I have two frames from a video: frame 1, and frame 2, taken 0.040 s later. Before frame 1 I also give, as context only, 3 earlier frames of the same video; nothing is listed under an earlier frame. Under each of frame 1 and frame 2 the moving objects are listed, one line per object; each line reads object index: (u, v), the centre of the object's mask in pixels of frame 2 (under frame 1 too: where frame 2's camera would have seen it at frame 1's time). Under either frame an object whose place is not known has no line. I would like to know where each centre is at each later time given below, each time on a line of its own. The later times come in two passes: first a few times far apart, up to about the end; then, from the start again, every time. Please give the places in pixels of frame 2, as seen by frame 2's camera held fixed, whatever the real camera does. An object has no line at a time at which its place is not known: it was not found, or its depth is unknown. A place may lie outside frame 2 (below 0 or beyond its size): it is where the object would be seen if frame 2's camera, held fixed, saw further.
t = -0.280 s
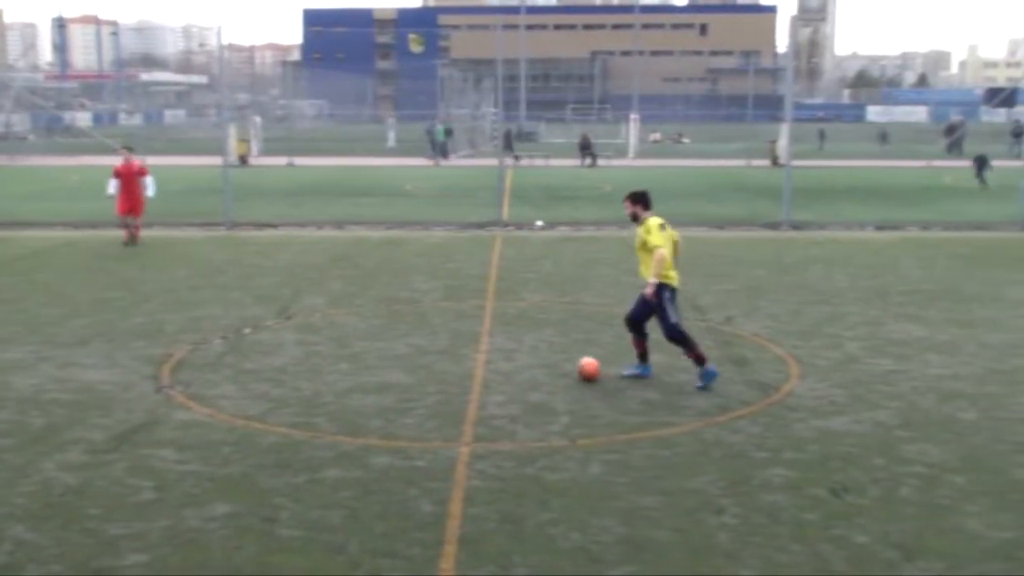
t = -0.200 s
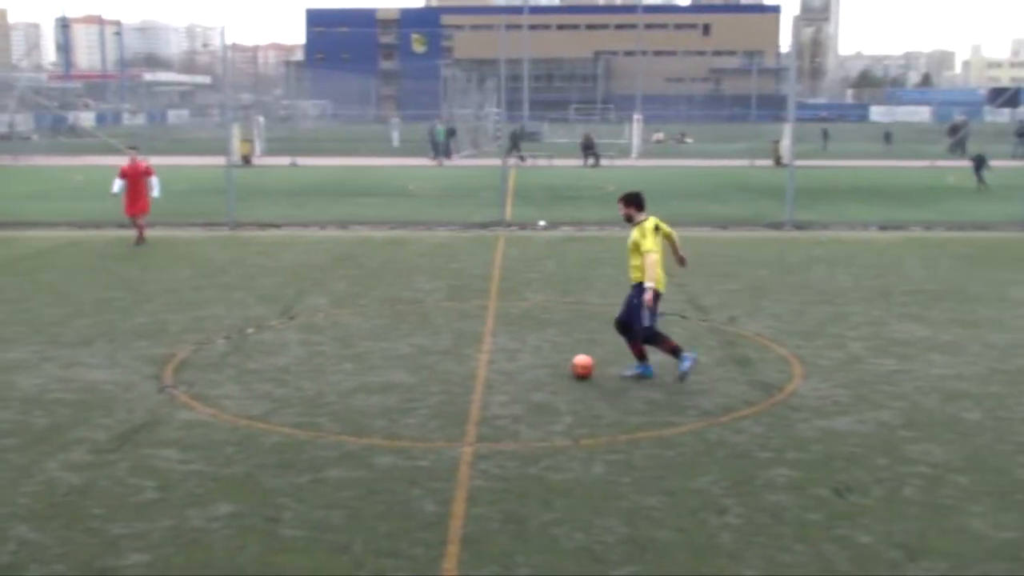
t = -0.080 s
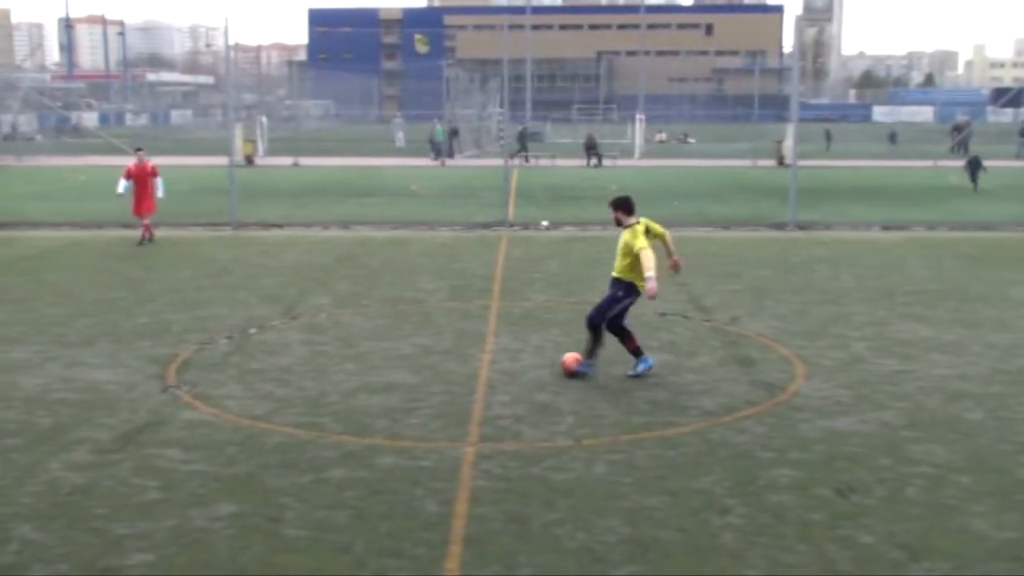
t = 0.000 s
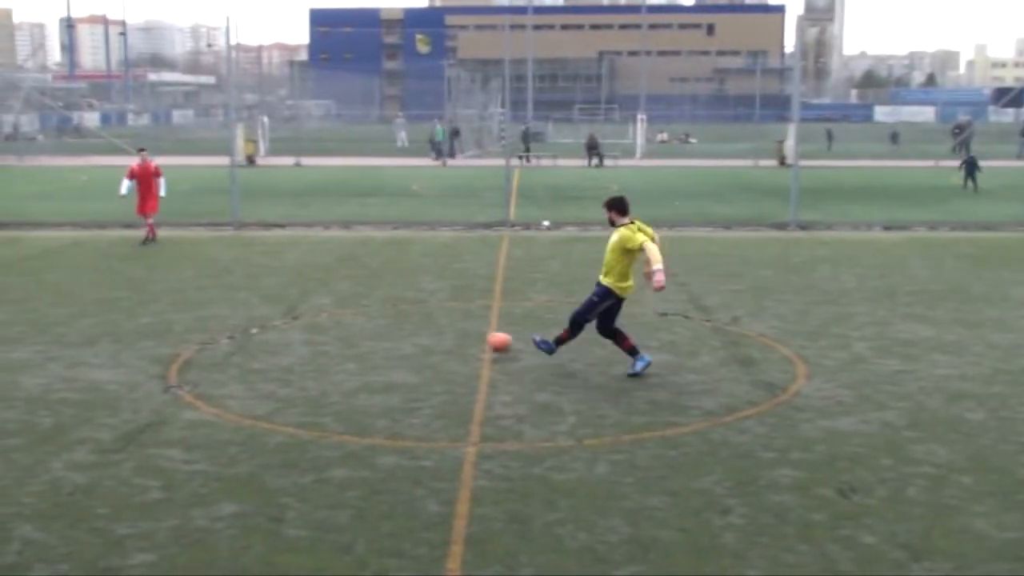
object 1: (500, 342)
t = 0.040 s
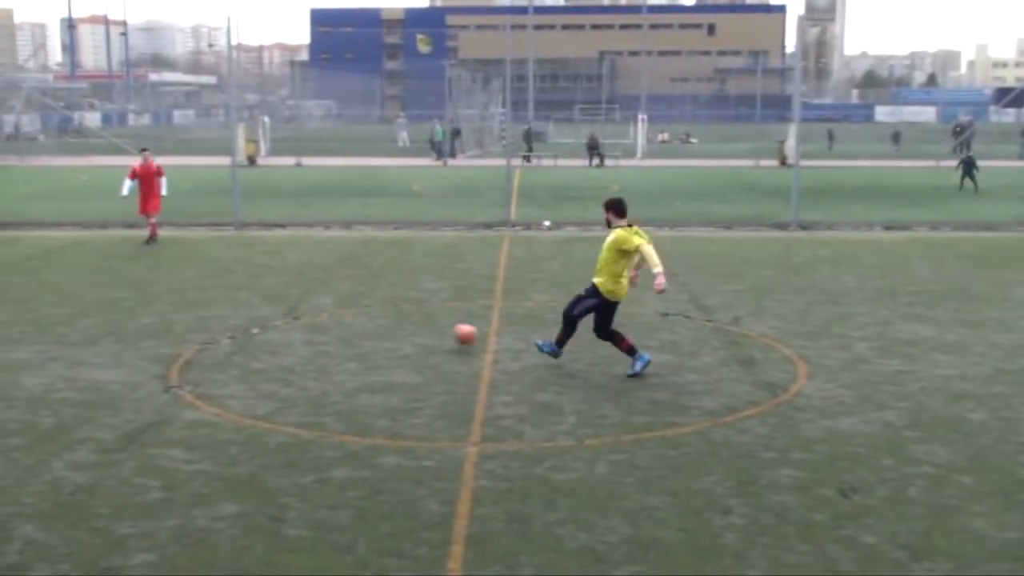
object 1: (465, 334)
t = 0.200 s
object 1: (350, 312)
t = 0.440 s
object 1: (234, 285)
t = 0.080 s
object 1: (433, 328)
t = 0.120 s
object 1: (402, 324)
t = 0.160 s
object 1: (375, 319)
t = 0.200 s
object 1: (350, 312)
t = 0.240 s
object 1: (327, 307)
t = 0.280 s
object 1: (305, 303)
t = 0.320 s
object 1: (285, 301)
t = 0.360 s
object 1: (267, 294)
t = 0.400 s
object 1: (250, 288)
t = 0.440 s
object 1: (234, 285)
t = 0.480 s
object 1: (219, 282)
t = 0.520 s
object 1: (205, 281)
